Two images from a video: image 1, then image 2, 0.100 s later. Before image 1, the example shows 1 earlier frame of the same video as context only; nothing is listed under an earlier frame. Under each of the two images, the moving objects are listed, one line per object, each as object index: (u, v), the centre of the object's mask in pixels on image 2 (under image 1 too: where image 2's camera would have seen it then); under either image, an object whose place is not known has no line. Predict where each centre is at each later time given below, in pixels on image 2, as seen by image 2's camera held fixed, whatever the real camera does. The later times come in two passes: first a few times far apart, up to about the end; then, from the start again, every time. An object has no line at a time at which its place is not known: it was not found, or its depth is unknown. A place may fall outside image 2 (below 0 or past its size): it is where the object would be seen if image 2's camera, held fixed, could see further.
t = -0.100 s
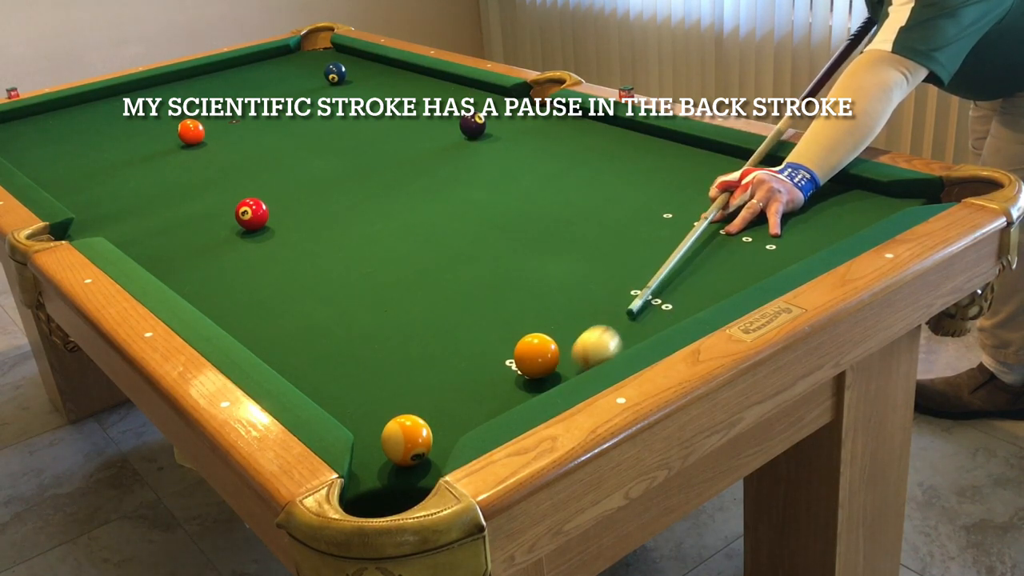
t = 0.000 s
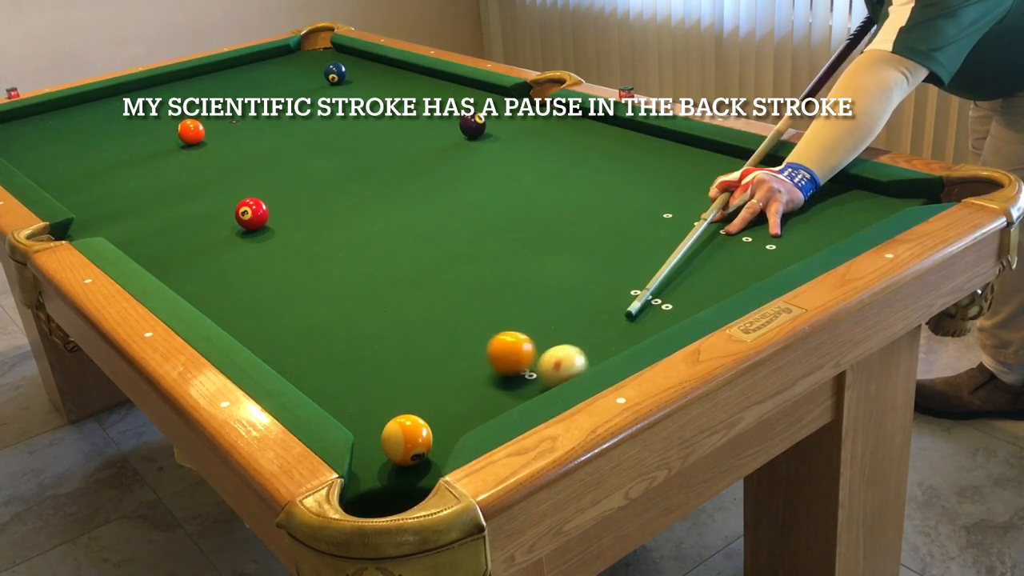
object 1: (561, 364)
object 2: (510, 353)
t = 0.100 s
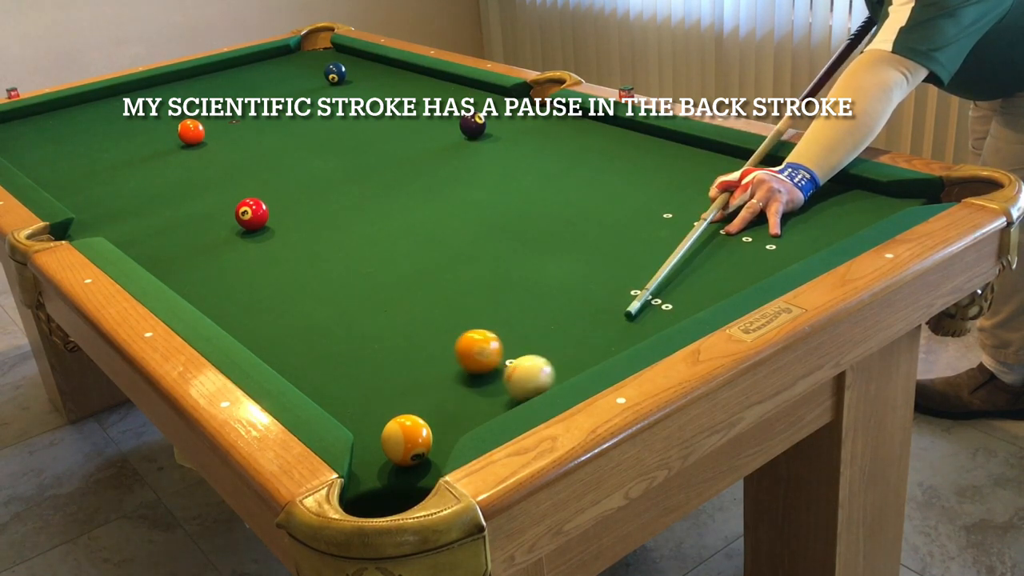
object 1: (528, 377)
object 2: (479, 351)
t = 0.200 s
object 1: (495, 389)
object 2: (447, 349)
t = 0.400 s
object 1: (430, 406)
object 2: (389, 344)
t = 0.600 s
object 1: (373, 412)
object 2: (334, 340)
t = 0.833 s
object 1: (353, 392)
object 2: (276, 335)
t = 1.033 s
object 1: (351, 370)
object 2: (252, 325)
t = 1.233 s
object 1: (350, 351)
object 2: (251, 310)
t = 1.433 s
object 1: (349, 334)
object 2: (251, 297)
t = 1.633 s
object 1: (348, 320)
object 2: (250, 285)
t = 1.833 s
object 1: (347, 307)
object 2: (250, 274)
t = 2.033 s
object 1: (346, 295)
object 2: (250, 264)
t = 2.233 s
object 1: (345, 285)
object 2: (250, 256)
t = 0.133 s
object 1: (518, 381)
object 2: (468, 350)
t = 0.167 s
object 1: (506, 386)
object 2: (458, 349)
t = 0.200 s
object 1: (495, 389)
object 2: (447, 349)
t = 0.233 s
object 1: (484, 393)
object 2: (438, 348)
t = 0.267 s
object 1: (473, 396)
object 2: (427, 347)
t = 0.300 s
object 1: (462, 400)
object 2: (417, 346)
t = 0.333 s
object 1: (450, 403)
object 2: (408, 345)
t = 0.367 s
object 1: (440, 405)
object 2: (398, 345)
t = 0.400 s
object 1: (430, 406)
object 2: (389, 344)
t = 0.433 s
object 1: (420, 406)
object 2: (379, 343)
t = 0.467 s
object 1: (410, 407)
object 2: (370, 343)
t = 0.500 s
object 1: (400, 407)
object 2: (361, 342)
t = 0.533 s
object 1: (391, 409)
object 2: (352, 341)
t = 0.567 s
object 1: (382, 410)
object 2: (343, 341)
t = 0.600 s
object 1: (373, 412)
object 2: (334, 340)
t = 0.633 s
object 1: (365, 411)
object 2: (326, 339)
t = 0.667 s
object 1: (357, 411)
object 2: (318, 339)
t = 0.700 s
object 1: (355, 407)
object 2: (309, 338)
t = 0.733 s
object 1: (355, 404)
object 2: (301, 337)
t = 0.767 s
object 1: (354, 400)
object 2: (293, 337)
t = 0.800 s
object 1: (354, 396)
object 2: (284, 336)
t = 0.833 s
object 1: (353, 392)
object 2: (276, 335)
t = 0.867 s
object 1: (353, 388)
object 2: (268, 335)
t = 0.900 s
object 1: (353, 384)
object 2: (261, 334)
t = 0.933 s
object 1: (352, 381)
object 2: (254, 332)
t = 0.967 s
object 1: (352, 377)
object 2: (253, 330)
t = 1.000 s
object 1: (352, 374)
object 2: (253, 328)
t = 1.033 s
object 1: (351, 370)
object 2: (252, 325)
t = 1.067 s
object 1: (351, 367)
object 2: (252, 323)
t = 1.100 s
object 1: (351, 363)
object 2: (252, 320)
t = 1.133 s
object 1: (351, 361)
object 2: (252, 318)
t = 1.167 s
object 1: (351, 358)
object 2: (252, 315)
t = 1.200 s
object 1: (350, 354)
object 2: (252, 313)
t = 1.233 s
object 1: (350, 351)
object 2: (251, 310)
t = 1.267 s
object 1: (350, 348)
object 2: (251, 308)
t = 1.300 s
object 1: (350, 345)
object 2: (251, 306)
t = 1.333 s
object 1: (350, 343)
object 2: (251, 303)
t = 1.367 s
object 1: (350, 340)
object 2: (251, 301)
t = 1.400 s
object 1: (349, 337)
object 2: (251, 299)
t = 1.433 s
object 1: (349, 334)
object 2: (251, 297)
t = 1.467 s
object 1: (349, 332)
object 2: (250, 295)
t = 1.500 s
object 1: (349, 329)
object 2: (250, 292)
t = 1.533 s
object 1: (349, 327)
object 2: (250, 291)
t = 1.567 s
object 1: (349, 324)
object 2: (250, 289)
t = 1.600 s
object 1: (348, 322)
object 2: (250, 287)
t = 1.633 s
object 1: (348, 320)
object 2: (250, 285)
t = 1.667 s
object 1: (348, 318)
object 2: (250, 283)
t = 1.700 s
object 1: (348, 315)
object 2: (250, 281)
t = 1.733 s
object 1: (348, 313)
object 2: (250, 279)
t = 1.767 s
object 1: (347, 311)
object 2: (250, 277)
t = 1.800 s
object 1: (347, 308)
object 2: (250, 276)
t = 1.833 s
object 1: (347, 307)
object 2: (250, 274)
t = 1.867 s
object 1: (347, 305)
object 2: (250, 272)
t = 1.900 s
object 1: (347, 303)
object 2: (250, 271)
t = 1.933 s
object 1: (347, 301)
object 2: (250, 269)
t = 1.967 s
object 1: (346, 299)
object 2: (250, 268)
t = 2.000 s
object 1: (346, 297)
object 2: (250, 266)
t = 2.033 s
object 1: (346, 295)
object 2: (250, 264)
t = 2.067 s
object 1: (346, 293)
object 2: (250, 263)
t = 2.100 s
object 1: (346, 292)
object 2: (250, 262)
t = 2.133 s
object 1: (346, 290)
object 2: (250, 260)
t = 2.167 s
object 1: (345, 288)
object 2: (250, 259)
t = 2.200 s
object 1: (345, 287)
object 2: (250, 257)
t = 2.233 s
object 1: (345, 285)
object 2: (250, 256)
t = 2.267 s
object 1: (345, 284)
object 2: (250, 255)
